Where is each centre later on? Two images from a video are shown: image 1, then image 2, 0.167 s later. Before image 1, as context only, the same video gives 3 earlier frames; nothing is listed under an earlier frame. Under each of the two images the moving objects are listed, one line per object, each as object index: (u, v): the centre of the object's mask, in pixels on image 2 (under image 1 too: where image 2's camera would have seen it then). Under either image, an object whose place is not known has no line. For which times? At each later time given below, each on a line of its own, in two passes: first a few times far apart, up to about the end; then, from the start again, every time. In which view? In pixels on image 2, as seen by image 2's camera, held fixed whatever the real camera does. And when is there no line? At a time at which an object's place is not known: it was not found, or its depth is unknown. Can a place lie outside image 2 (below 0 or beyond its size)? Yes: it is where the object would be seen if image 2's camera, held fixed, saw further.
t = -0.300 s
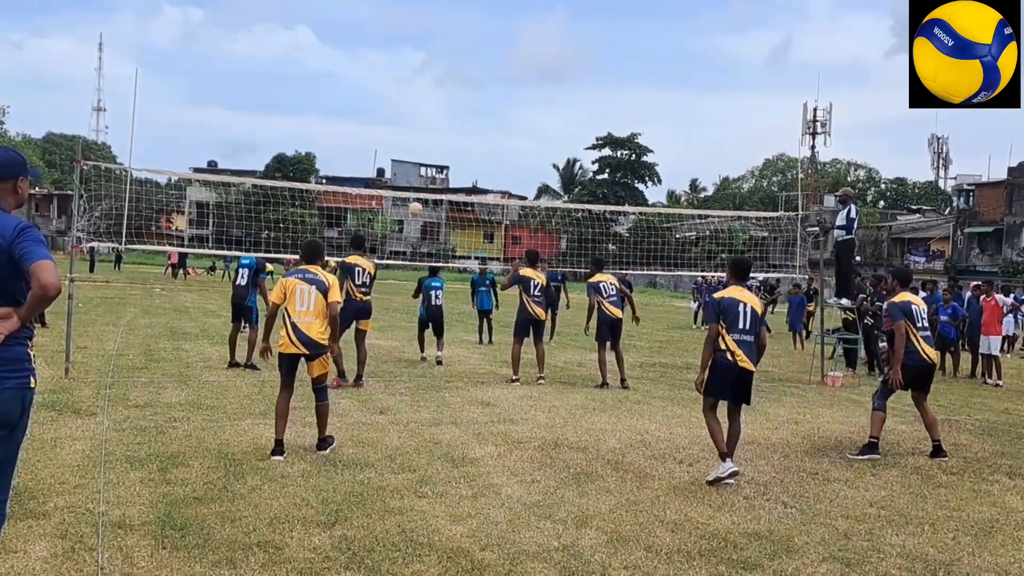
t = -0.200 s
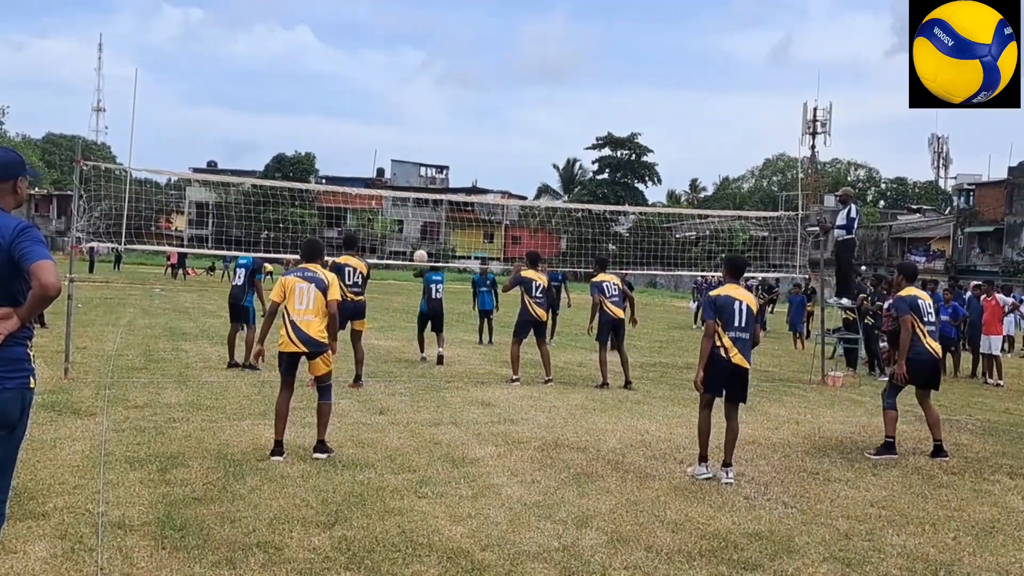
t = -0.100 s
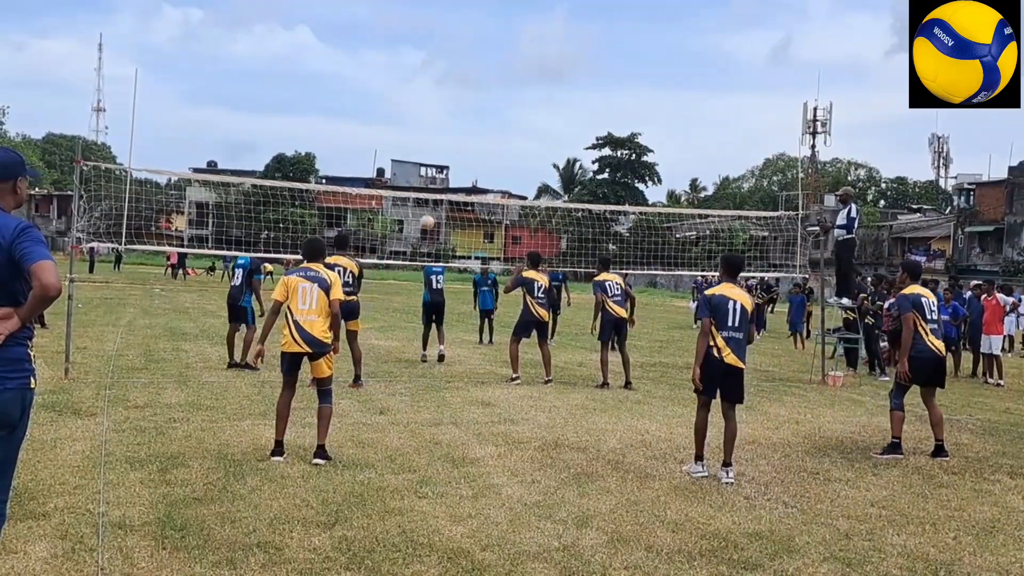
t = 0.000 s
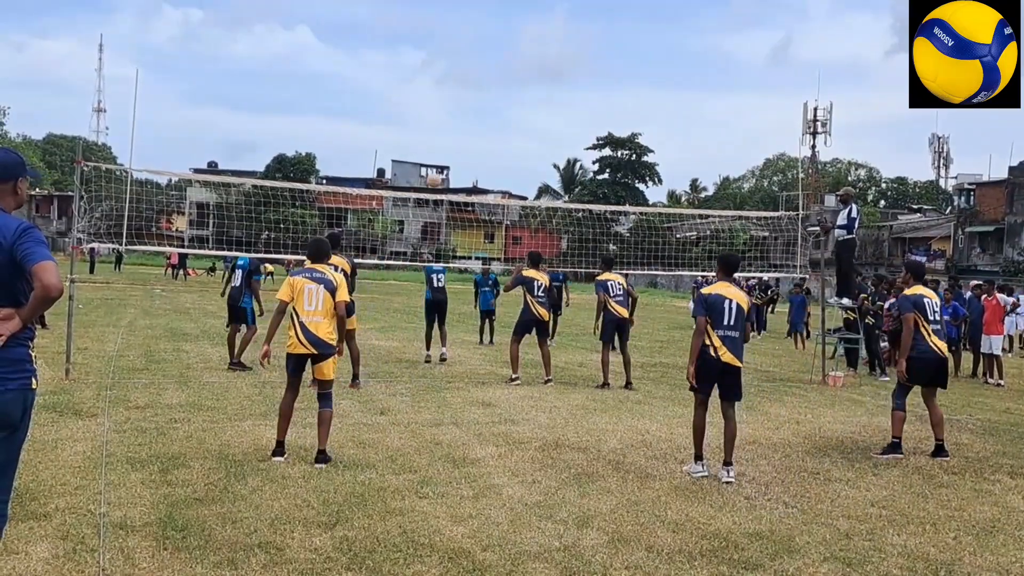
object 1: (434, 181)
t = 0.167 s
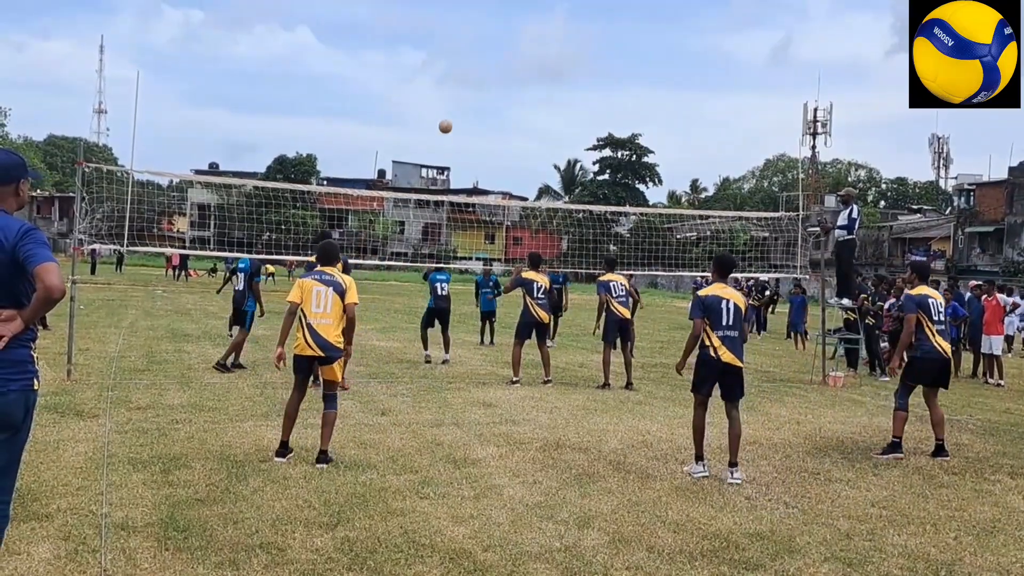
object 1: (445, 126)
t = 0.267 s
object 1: (451, 103)
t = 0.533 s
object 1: (468, 72)
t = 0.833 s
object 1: (484, 92)
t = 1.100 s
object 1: (497, 156)
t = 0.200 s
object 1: (447, 118)
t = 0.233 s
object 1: (449, 110)
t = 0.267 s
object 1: (451, 103)
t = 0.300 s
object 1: (453, 96)
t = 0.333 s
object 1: (455, 91)
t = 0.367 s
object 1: (458, 86)
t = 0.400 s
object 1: (460, 82)
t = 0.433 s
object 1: (462, 79)
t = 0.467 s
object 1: (464, 76)
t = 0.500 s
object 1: (466, 73)
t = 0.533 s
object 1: (468, 72)
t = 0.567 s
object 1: (470, 72)
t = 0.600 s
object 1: (472, 72)
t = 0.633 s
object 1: (474, 73)
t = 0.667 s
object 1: (476, 74)
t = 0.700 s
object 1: (477, 76)
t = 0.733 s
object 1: (479, 79)
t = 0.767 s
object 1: (481, 83)
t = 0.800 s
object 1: (483, 87)
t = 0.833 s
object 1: (484, 92)
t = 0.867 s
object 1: (486, 98)
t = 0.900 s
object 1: (488, 104)
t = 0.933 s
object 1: (489, 111)
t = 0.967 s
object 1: (491, 119)
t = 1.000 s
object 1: (492, 127)
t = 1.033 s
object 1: (494, 136)
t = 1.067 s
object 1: (496, 146)
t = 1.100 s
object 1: (497, 156)
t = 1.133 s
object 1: (499, 167)
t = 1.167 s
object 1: (500, 179)
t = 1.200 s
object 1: (502, 190)
